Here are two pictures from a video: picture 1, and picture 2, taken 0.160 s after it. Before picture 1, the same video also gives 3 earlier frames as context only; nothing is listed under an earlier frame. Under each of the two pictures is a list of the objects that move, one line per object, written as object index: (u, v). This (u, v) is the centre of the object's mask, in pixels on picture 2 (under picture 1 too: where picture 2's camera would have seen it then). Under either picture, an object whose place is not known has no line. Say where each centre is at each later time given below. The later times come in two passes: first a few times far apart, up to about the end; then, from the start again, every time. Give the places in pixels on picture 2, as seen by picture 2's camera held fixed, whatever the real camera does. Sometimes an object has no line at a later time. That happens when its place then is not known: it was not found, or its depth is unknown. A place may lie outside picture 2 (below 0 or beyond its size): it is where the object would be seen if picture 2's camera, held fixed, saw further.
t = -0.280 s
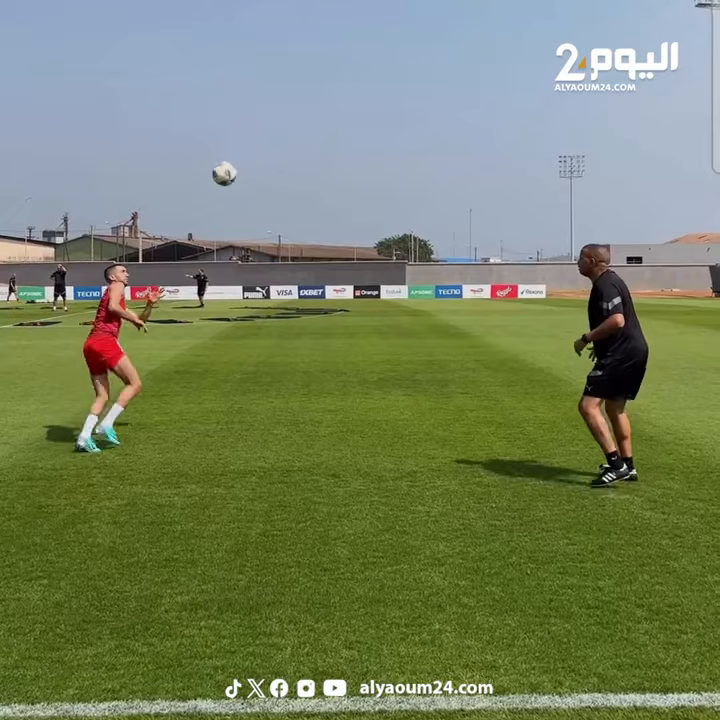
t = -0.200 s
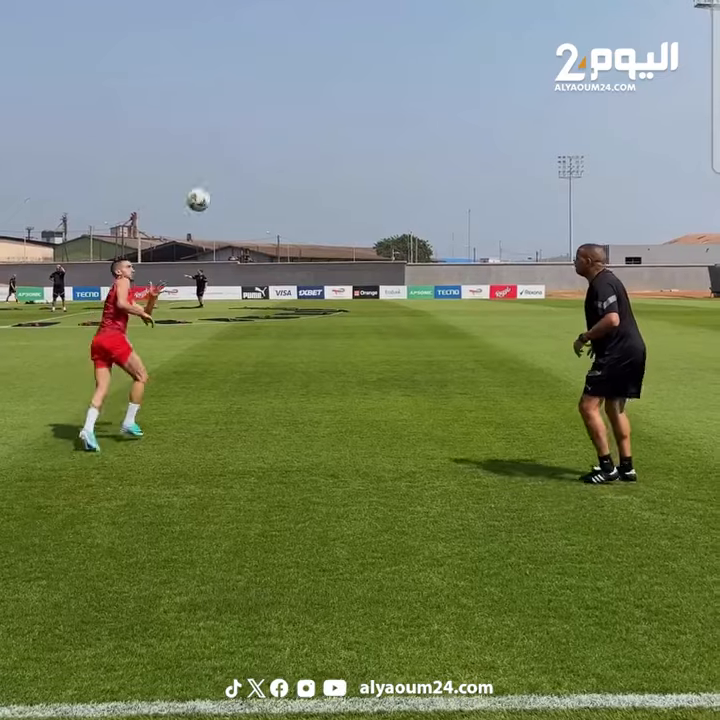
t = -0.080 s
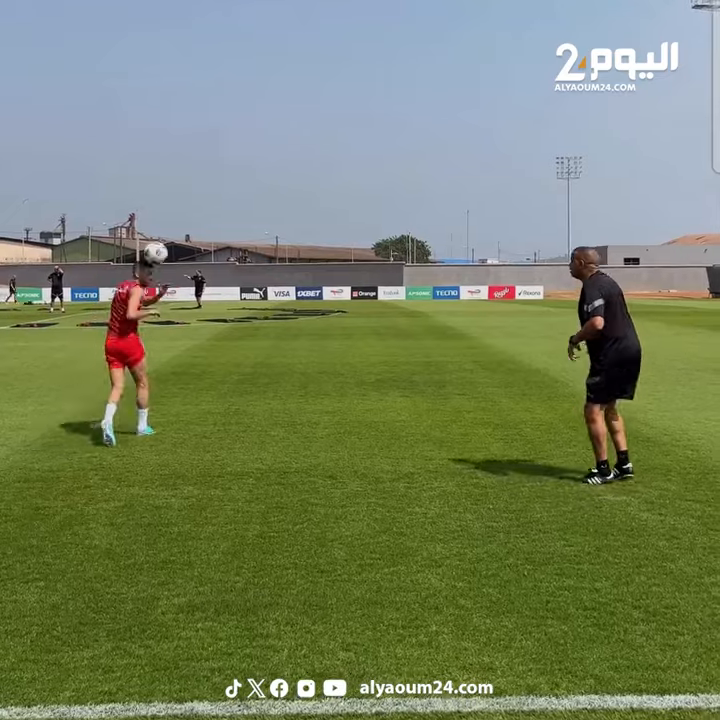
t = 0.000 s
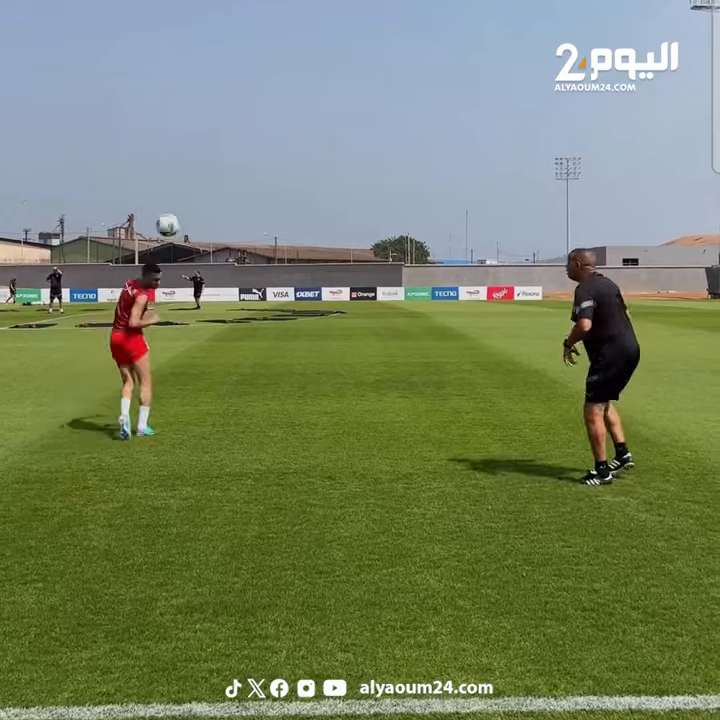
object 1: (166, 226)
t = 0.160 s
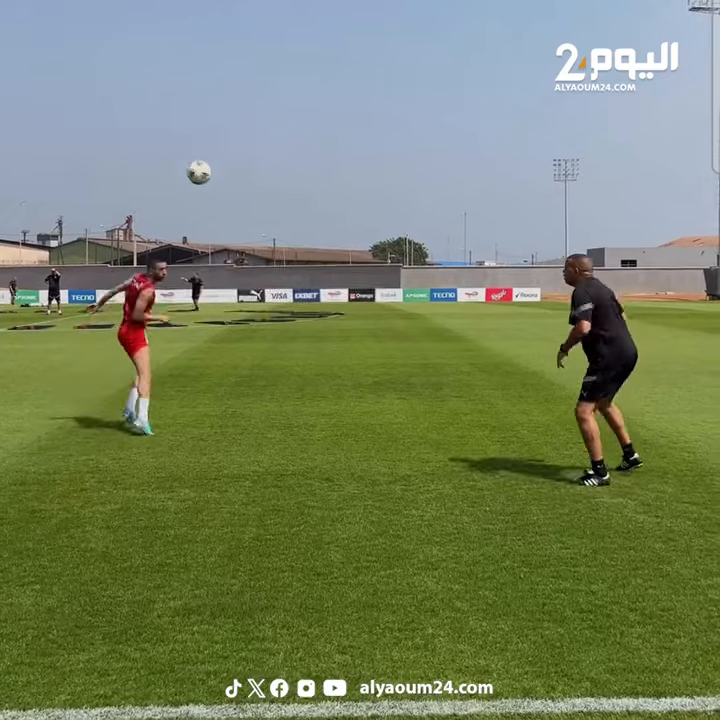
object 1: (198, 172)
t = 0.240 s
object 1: (217, 151)
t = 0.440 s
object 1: (257, 131)
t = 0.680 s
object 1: (320, 159)
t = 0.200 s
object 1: (206, 163)
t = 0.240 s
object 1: (217, 151)
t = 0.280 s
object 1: (221, 148)
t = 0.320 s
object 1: (233, 140)
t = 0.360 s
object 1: (241, 136)
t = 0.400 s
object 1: (244, 134)
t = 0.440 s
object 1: (257, 131)
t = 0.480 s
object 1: (265, 131)
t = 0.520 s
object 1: (273, 131)
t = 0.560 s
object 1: (286, 135)
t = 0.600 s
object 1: (298, 141)
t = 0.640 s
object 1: (307, 147)
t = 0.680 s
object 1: (320, 159)
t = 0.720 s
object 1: (324, 164)
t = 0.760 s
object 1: (333, 174)
